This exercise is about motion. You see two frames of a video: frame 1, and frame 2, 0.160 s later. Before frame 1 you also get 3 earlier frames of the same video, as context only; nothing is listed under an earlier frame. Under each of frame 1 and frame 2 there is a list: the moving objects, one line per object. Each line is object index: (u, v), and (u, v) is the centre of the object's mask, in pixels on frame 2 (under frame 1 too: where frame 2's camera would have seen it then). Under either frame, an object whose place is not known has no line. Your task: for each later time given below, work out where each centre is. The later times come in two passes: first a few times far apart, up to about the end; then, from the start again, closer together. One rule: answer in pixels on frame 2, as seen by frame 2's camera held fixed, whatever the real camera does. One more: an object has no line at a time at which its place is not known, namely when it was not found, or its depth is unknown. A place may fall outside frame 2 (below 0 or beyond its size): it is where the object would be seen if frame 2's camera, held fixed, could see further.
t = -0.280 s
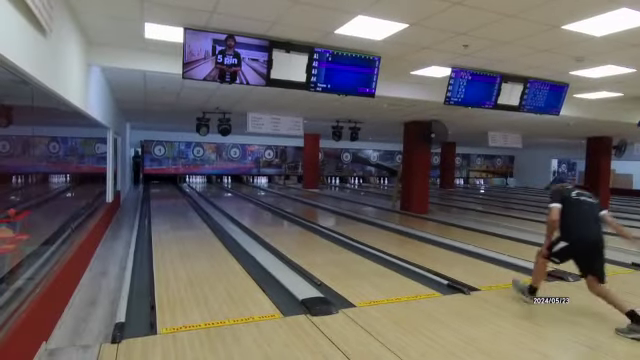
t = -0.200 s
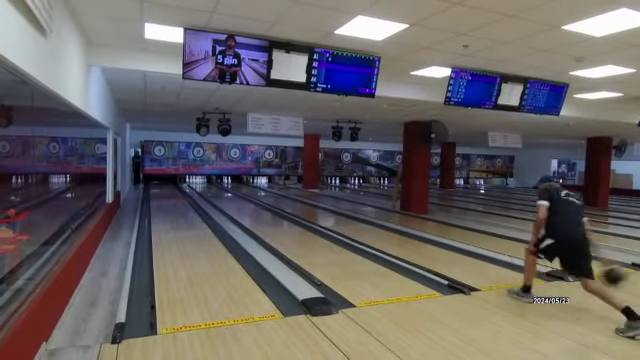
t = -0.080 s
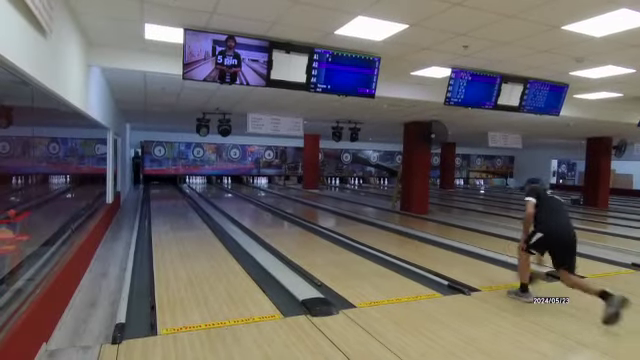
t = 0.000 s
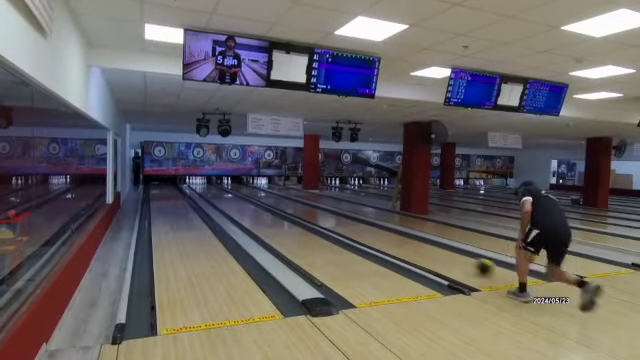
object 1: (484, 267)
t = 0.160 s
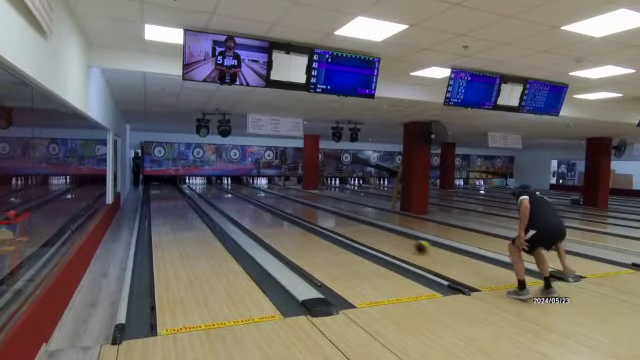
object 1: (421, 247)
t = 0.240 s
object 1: (398, 239)
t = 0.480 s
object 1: (348, 222)
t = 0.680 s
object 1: (320, 214)
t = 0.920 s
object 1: (295, 205)
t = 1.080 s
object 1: (281, 202)
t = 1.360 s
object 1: (263, 194)
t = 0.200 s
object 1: (409, 243)
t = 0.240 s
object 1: (398, 239)
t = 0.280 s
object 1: (387, 236)
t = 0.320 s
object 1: (378, 232)
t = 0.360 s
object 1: (370, 229)
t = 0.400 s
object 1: (361, 226)
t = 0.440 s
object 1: (354, 223)
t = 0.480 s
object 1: (348, 222)
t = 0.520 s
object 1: (340, 220)
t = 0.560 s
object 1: (337, 219)
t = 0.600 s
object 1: (331, 218)
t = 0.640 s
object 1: (325, 214)
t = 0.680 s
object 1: (320, 214)
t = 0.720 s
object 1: (314, 212)
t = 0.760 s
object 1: (311, 211)
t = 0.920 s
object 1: (295, 205)
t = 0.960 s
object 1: (292, 204)
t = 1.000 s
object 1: (288, 203)
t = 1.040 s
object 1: (285, 202)
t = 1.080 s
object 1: (281, 202)
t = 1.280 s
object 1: (268, 196)
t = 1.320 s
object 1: (265, 195)
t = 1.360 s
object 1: (263, 194)
